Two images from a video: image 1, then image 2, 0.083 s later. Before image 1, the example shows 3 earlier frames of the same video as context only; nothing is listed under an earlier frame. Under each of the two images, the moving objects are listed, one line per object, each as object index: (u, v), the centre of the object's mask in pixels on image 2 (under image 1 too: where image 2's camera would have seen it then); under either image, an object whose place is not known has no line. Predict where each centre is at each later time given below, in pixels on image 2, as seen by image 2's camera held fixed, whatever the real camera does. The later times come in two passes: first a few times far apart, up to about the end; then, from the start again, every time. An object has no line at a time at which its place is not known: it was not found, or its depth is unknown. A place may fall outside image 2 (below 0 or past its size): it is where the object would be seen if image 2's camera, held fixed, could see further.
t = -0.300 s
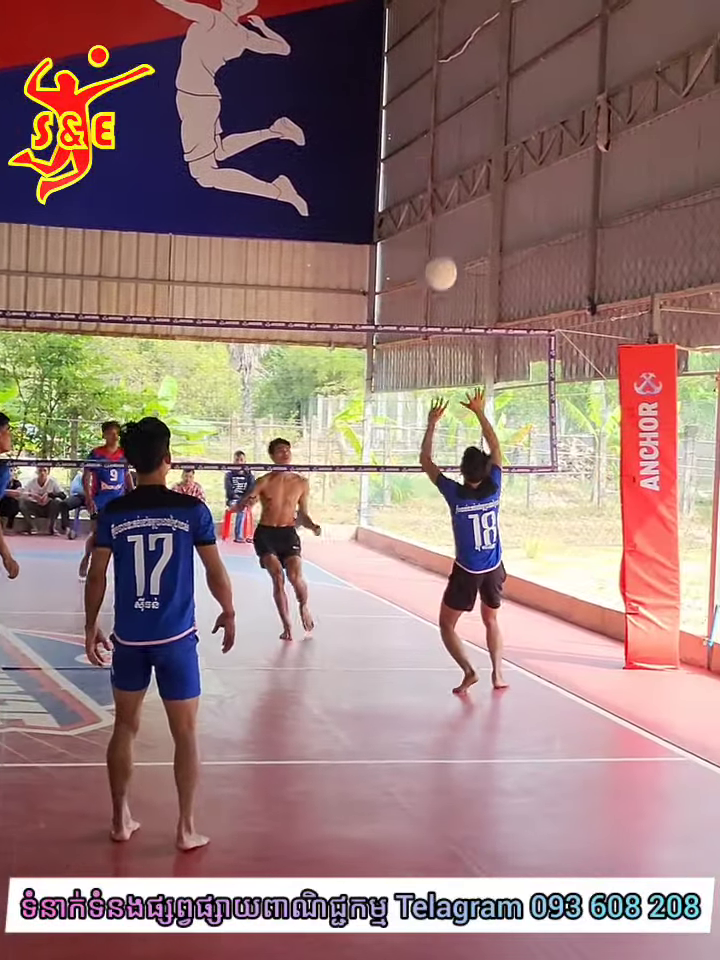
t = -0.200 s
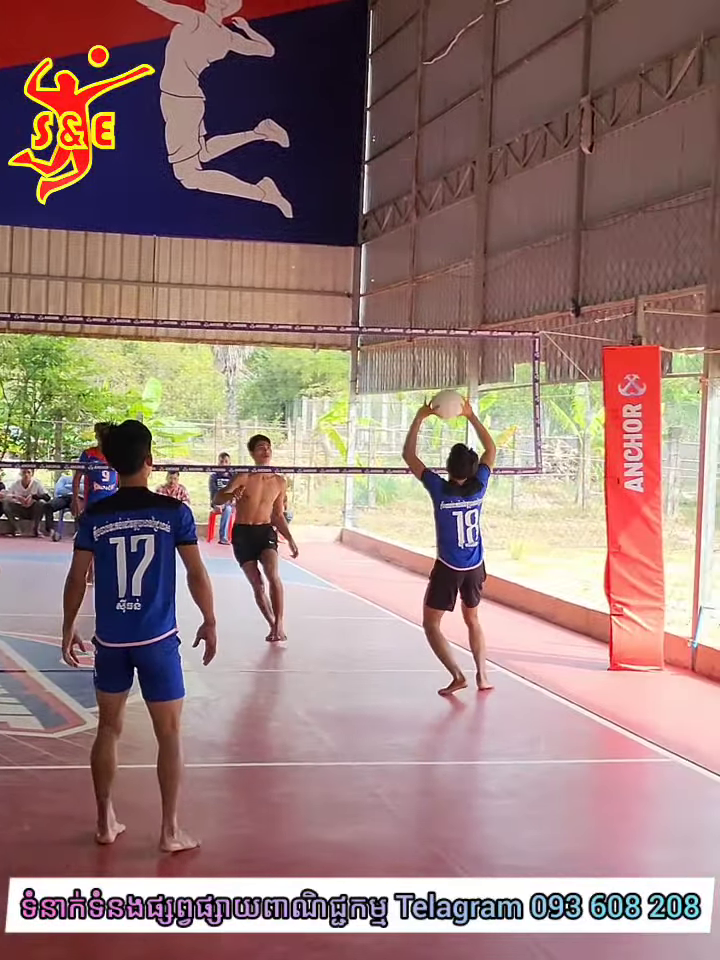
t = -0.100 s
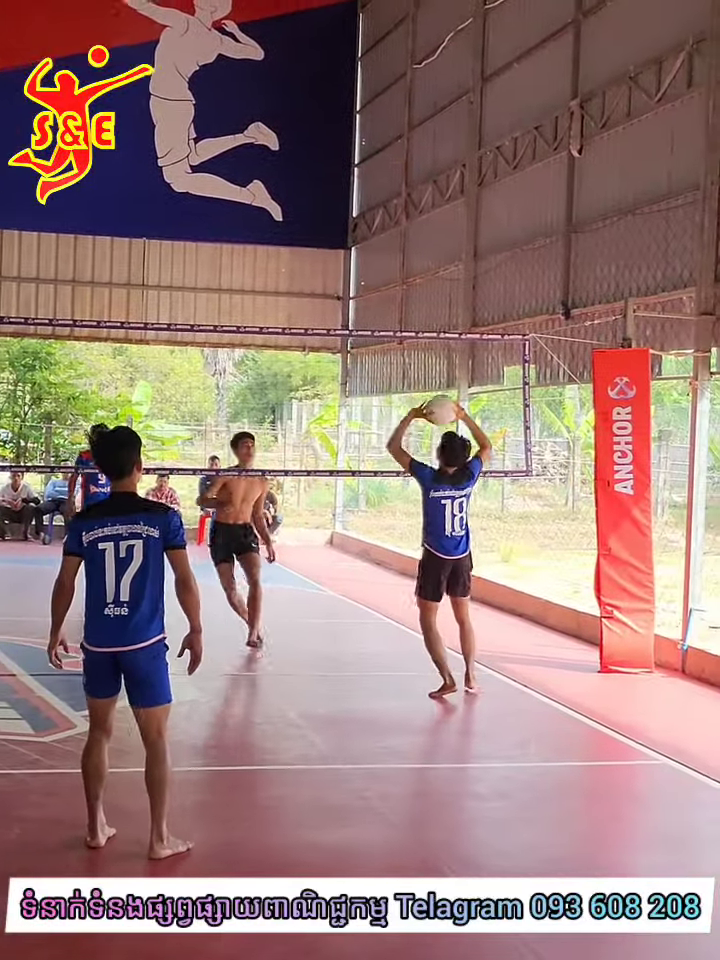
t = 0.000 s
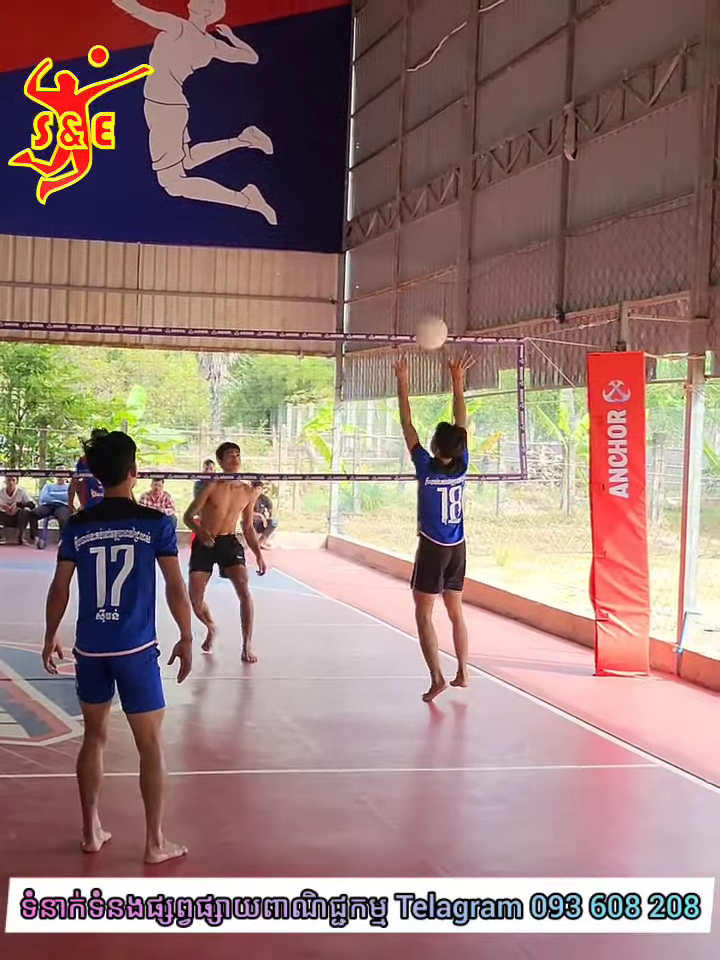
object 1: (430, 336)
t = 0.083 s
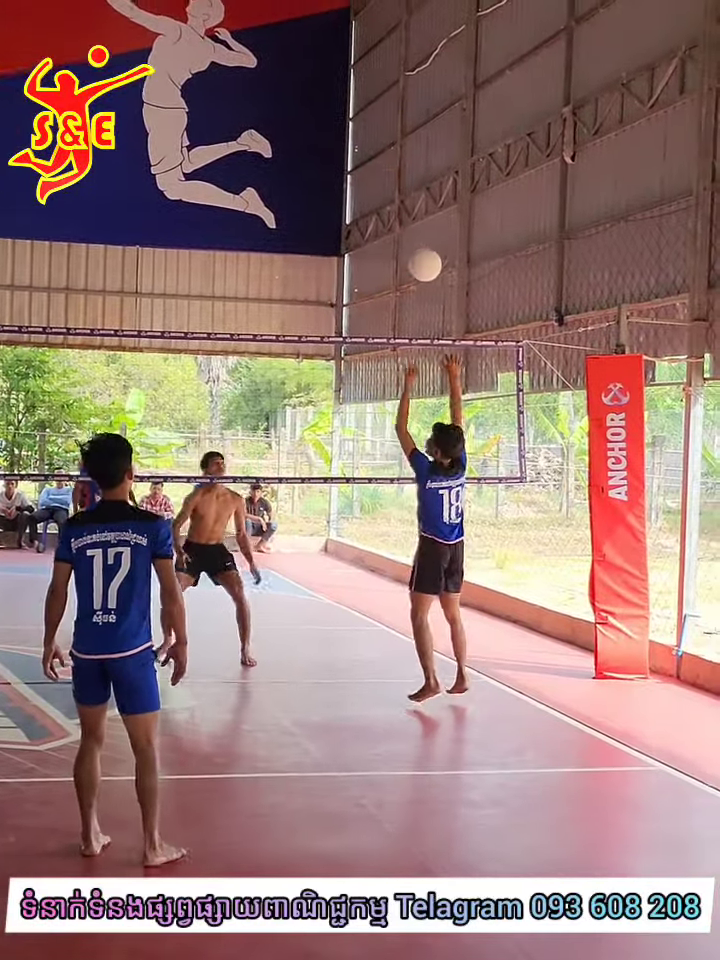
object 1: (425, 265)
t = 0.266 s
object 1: (413, 146)
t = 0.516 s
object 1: (396, 66)
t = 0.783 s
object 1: (373, 84)
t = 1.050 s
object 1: (348, 211)
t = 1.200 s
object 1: (336, 328)
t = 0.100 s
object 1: (423, 252)
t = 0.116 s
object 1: (423, 239)
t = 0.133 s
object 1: (422, 227)
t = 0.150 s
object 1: (420, 215)
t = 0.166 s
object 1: (420, 204)
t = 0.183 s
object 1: (419, 193)
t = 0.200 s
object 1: (418, 183)
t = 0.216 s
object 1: (416, 173)
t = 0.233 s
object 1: (416, 164)
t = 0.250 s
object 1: (414, 155)
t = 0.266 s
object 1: (413, 146)
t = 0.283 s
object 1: (412, 138)
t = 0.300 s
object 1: (411, 130)
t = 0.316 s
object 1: (410, 123)
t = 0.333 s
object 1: (409, 116)
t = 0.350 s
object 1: (408, 109)
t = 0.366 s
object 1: (407, 103)
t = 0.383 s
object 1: (406, 97)
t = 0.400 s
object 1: (405, 92)
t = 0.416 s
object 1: (403, 87)
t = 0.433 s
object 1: (402, 82)
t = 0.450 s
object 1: (401, 78)
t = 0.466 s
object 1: (400, 74)
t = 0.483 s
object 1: (399, 71)
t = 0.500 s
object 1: (398, 68)
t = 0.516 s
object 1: (396, 66)
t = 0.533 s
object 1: (395, 64)
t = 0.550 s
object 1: (394, 62)
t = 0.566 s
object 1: (392, 61)
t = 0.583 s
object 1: (391, 61)
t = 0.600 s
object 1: (390, 60)
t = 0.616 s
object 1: (389, 60)
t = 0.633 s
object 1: (387, 60)
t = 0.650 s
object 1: (386, 62)
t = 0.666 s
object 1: (384, 63)
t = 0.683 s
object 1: (382, 65)
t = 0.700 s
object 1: (381, 67)
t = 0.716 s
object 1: (380, 70)
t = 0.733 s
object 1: (378, 73)
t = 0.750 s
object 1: (376, 76)
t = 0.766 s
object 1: (375, 80)
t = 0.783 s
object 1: (373, 84)
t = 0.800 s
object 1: (372, 89)
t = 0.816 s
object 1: (370, 94)
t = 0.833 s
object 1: (369, 100)
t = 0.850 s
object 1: (367, 106)
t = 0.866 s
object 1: (366, 112)
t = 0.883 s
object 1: (364, 119)
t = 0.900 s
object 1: (363, 127)
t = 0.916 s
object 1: (361, 134)
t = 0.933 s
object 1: (359, 143)
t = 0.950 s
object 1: (358, 151)
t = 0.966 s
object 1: (356, 160)
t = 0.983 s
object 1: (355, 169)
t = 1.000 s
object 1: (353, 179)
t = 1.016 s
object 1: (351, 189)
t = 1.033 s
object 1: (350, 200)
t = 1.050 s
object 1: (348, 211)
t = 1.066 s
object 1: (347, 222)
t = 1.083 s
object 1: (345, 234)
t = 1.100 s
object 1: (344, 246)
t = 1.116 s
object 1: (342, 259)
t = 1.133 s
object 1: (341, 272)
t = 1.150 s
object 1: (340, 287)
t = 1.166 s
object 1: (338, 301)
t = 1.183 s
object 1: (337, 315)
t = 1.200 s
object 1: (336, 328)
